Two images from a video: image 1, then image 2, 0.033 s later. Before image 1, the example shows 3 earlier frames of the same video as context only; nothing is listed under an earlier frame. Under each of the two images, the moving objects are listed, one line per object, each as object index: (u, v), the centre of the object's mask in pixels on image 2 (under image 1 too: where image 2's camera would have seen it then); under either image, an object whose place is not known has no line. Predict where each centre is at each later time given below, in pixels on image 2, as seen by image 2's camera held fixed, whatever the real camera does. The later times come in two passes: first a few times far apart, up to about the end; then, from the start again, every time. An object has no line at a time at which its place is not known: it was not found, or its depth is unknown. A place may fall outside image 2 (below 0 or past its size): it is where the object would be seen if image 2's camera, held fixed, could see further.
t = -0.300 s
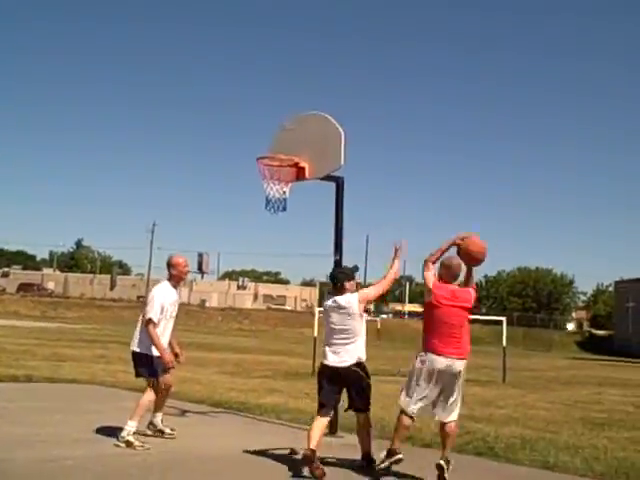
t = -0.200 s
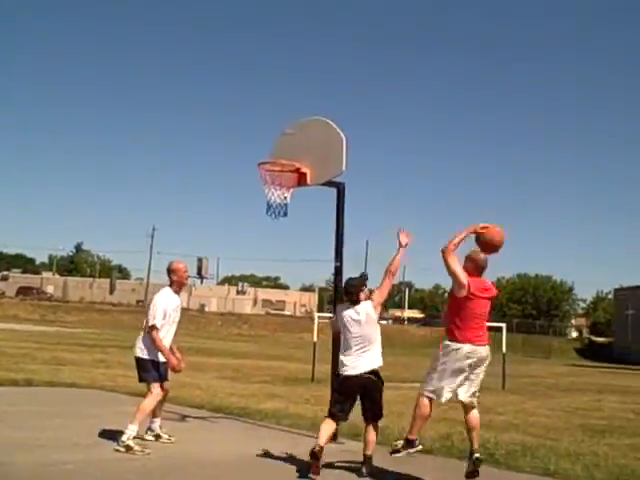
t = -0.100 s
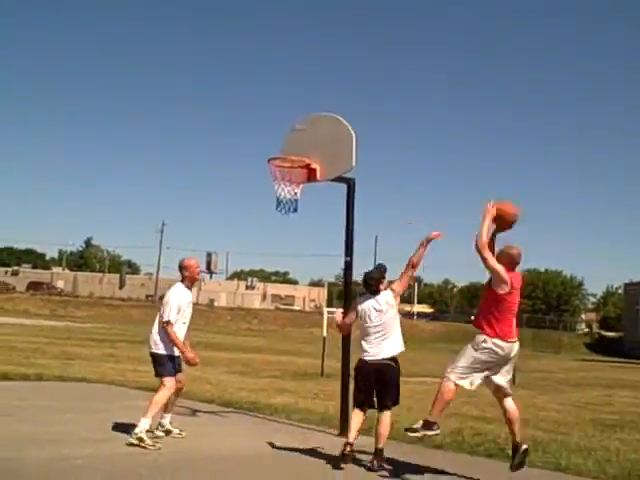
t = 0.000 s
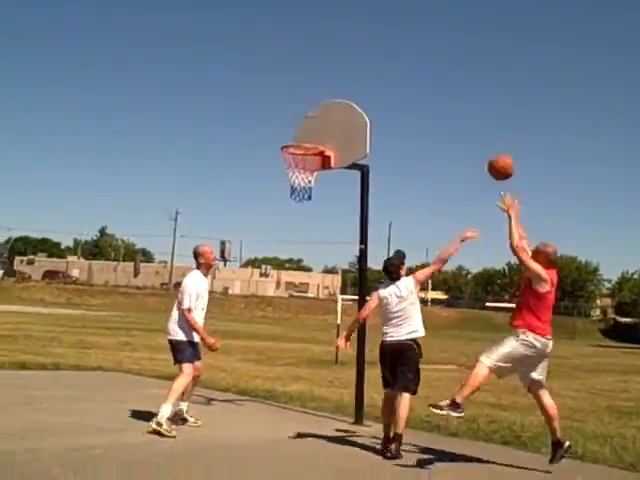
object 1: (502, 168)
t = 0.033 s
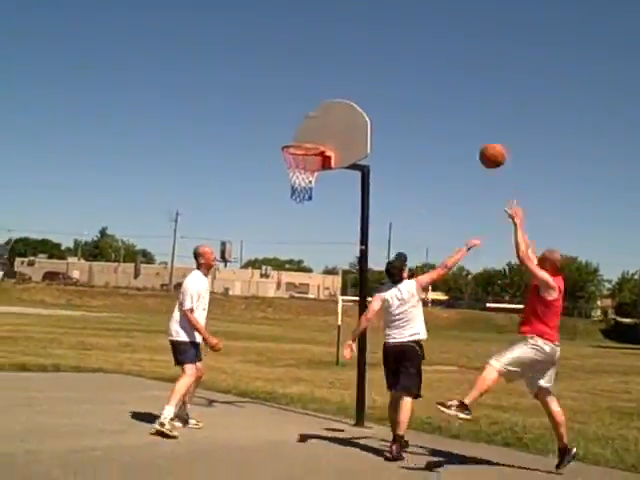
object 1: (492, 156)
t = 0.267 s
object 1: (424, 111)
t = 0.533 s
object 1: (373, 120)
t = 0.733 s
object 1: (394, 125)
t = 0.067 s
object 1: (482, 145)
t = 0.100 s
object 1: (475, 133)
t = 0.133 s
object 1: (464, 127)
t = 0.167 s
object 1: (455, 121)
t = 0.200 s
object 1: (446, 117)
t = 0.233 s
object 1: (435, 113)
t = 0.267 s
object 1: (424, 111)
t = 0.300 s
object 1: (418, 106)
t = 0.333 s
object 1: (410, 106)
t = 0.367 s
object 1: (401, 109)
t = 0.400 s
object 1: (392, 110)
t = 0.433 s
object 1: (385, 114)
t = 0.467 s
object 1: (378, 116)
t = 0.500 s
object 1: (372, 120)
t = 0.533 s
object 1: (373, 120)
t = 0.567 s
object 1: (376, 118)
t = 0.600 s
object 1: (381, 113)
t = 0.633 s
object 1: (384, 114)
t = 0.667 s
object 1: (387, 114)
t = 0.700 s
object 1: (391, 120)
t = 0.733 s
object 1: (394, 125)
